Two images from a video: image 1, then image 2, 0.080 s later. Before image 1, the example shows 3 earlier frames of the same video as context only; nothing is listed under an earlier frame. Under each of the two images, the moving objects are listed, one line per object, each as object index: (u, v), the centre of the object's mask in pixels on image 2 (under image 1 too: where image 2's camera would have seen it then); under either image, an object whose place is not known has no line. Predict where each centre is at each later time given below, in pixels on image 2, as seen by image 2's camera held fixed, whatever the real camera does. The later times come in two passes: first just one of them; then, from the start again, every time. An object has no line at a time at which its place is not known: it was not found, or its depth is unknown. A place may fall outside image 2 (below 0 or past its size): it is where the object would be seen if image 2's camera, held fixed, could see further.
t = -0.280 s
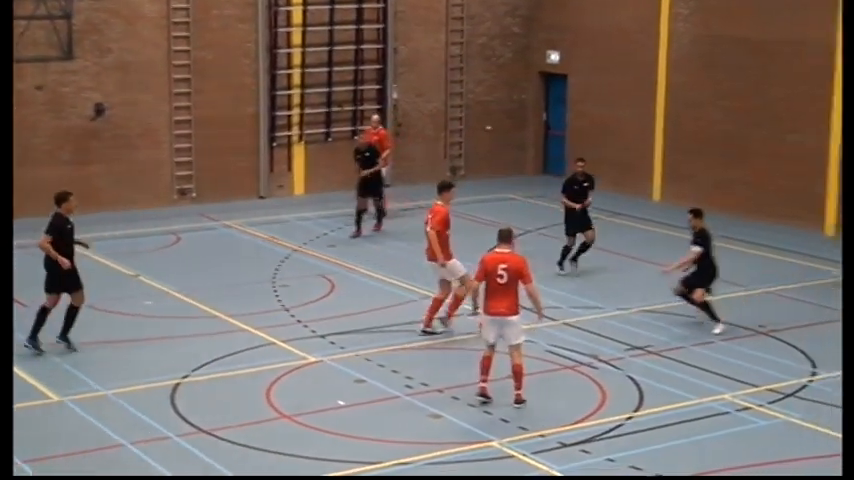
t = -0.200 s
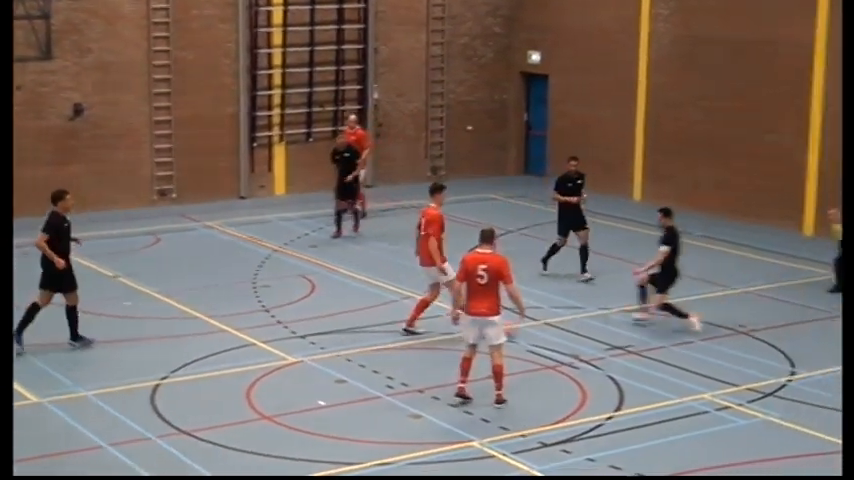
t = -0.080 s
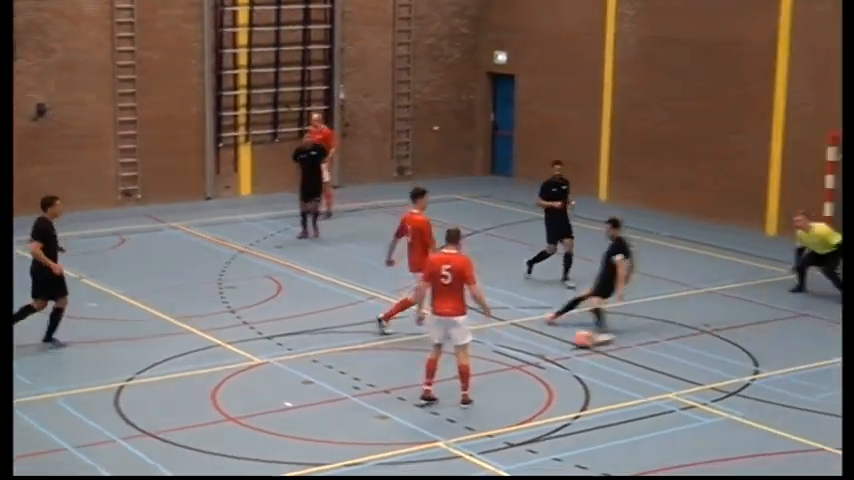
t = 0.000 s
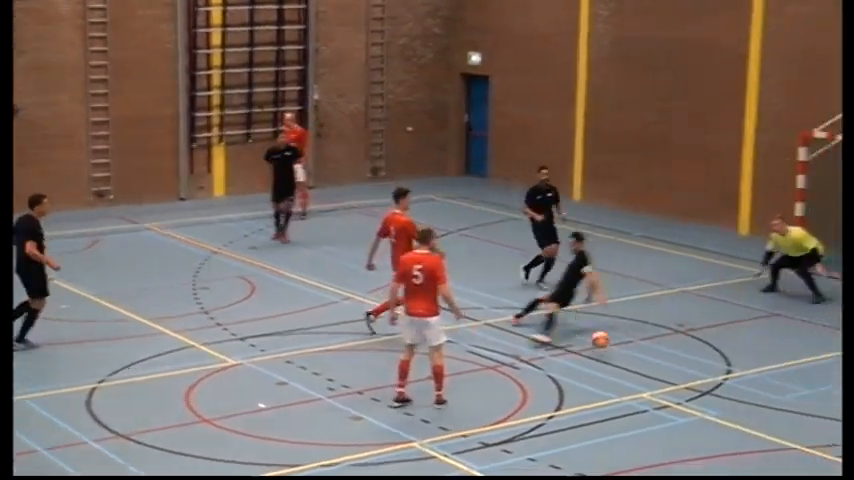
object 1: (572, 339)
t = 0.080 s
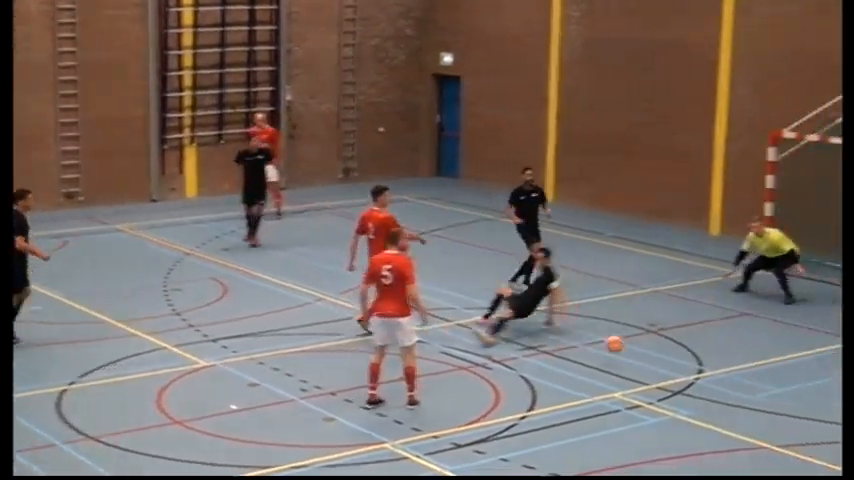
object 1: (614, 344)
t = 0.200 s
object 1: (679, 363)
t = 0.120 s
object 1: (635, 349)
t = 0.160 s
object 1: (657, 354)
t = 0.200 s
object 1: (679, 363)
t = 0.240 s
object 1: (703, 372)
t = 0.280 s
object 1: (727, 385)
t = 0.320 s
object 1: (749, 390)
